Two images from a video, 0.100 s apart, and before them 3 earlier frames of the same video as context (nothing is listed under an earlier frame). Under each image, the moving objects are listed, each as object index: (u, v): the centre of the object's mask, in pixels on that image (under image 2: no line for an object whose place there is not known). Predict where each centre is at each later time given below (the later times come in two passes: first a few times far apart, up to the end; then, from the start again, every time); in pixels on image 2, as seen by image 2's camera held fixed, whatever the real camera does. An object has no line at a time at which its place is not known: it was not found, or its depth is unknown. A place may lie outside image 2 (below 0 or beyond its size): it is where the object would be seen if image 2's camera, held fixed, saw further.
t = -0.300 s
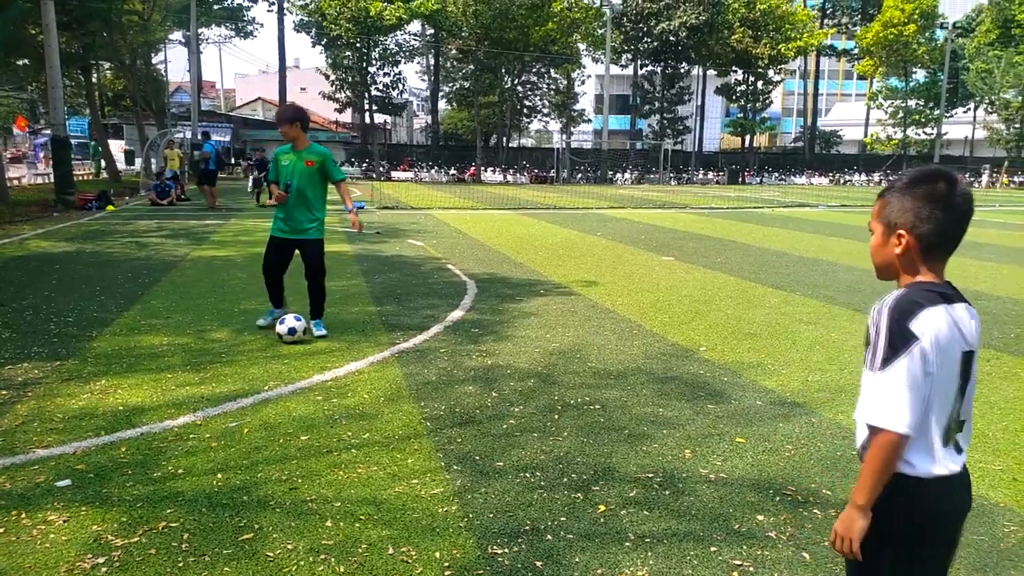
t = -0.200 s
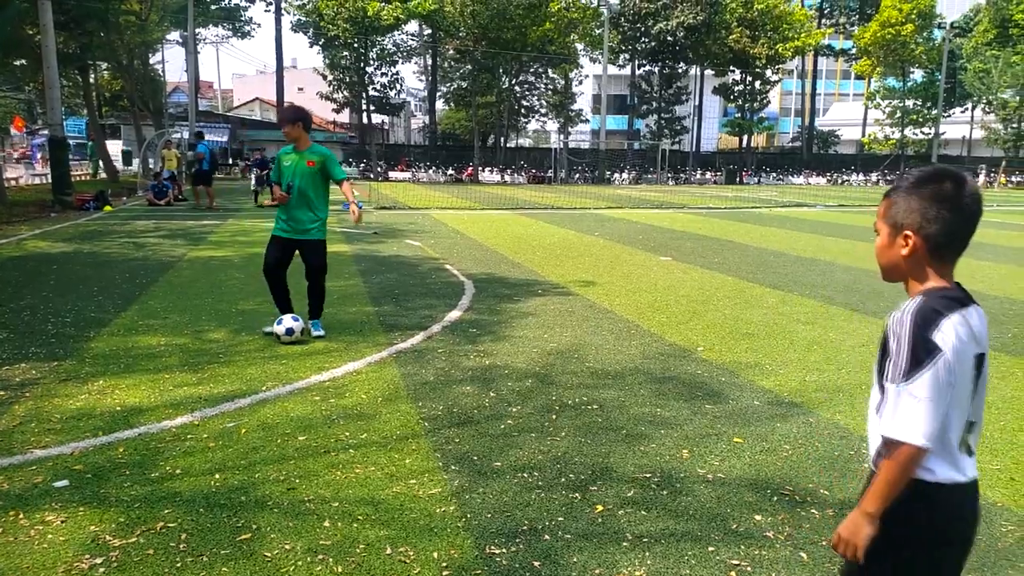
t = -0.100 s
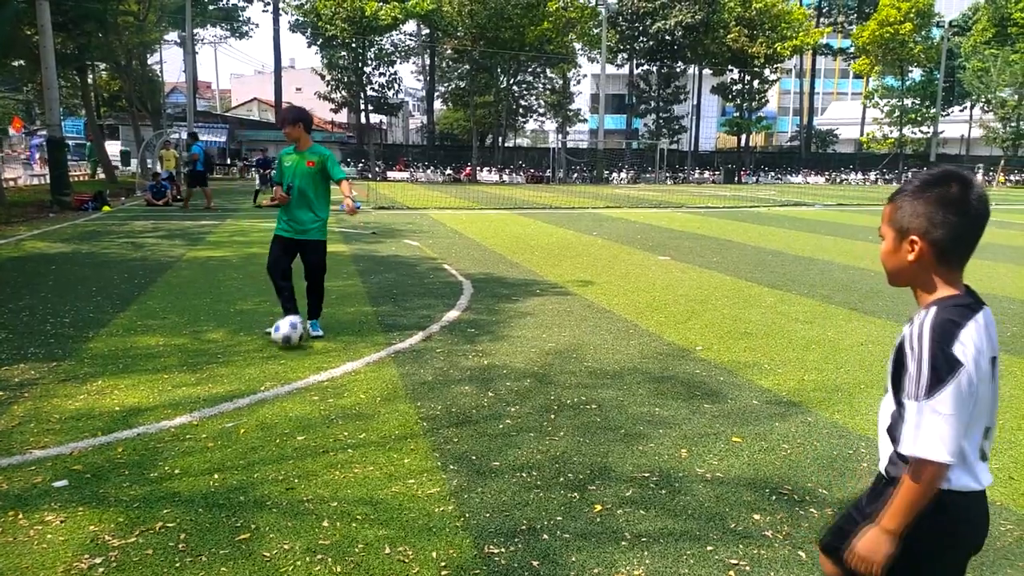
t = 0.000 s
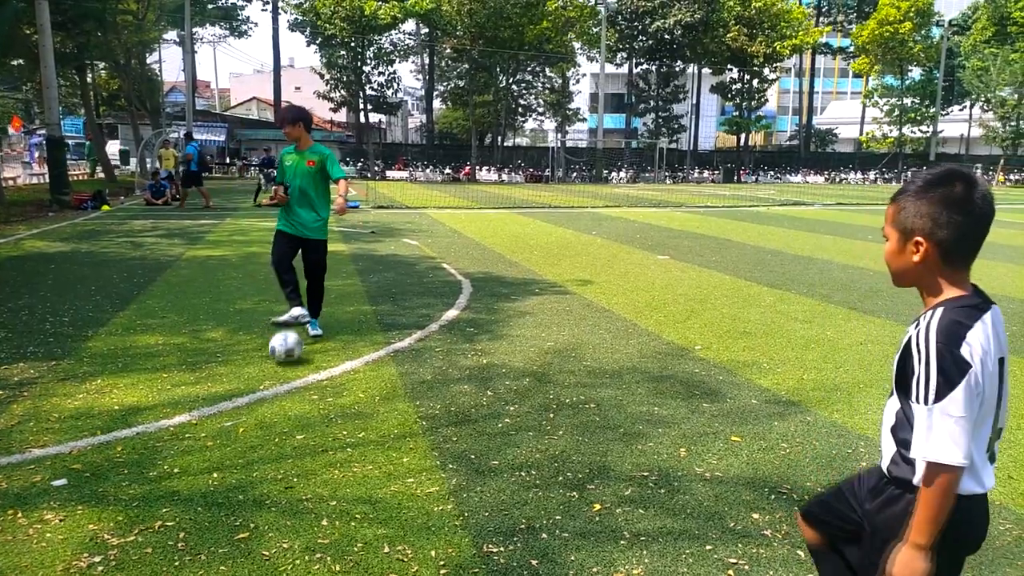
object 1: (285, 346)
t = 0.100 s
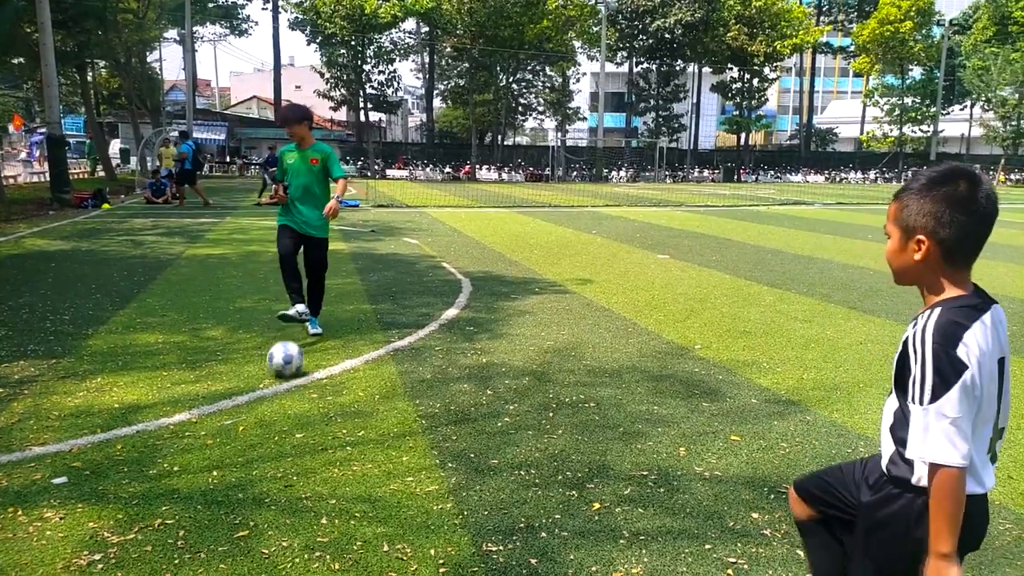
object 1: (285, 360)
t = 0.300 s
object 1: (284, 386)
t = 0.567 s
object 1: (281, 429)
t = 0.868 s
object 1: (274, 494)
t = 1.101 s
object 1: (264, 559)
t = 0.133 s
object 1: (285, 363)
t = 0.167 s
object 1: (285, 368)
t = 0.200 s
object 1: (284, 372)
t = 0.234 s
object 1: (284, 374)
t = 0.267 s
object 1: (284, 380)
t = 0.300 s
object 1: (284, 386)
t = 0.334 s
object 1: (283, 389)
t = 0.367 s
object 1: (282, 394)
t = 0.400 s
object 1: (282, 401)
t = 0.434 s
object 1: (282, 406)
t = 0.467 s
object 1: (282, 411)
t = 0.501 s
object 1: (281, 417)
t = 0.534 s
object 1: (281, 422)
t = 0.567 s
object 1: (281, 429)
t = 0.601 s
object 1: (280, 434)
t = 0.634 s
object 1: (279, 441)
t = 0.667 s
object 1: (278, 446)
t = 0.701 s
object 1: (278, 452)
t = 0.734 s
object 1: (278, 461)
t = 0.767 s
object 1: (277, 468)
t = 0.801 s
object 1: (276, 477)
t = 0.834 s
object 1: (275, 485)
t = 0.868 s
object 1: (274, 494)
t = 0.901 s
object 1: (273, 504)
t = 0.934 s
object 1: (271, 512)
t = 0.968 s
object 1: (270, 522)
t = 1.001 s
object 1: (269, 531)
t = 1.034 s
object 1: (267, 542)
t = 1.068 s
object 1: (266, 552)
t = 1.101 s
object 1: (264, 559)
